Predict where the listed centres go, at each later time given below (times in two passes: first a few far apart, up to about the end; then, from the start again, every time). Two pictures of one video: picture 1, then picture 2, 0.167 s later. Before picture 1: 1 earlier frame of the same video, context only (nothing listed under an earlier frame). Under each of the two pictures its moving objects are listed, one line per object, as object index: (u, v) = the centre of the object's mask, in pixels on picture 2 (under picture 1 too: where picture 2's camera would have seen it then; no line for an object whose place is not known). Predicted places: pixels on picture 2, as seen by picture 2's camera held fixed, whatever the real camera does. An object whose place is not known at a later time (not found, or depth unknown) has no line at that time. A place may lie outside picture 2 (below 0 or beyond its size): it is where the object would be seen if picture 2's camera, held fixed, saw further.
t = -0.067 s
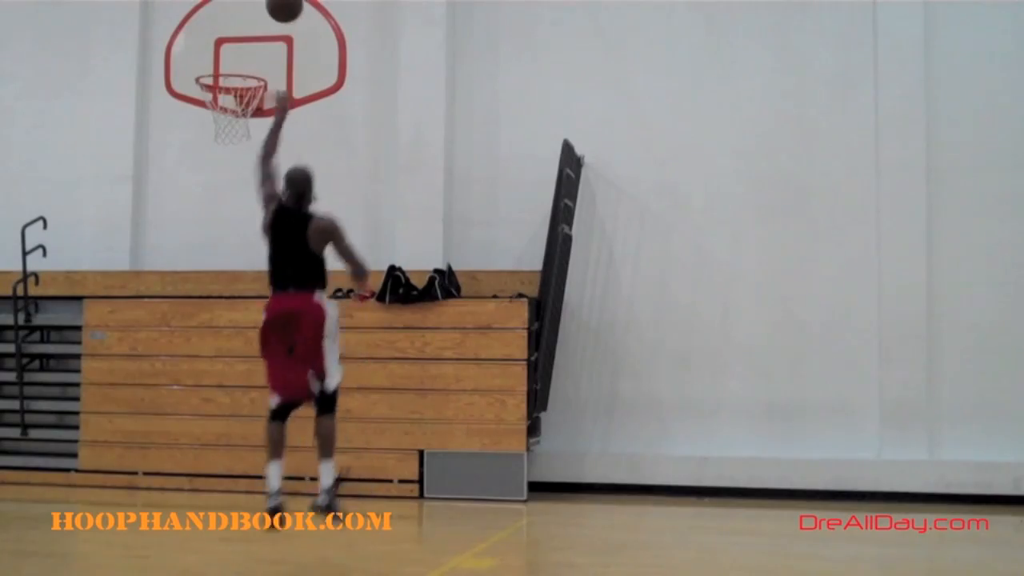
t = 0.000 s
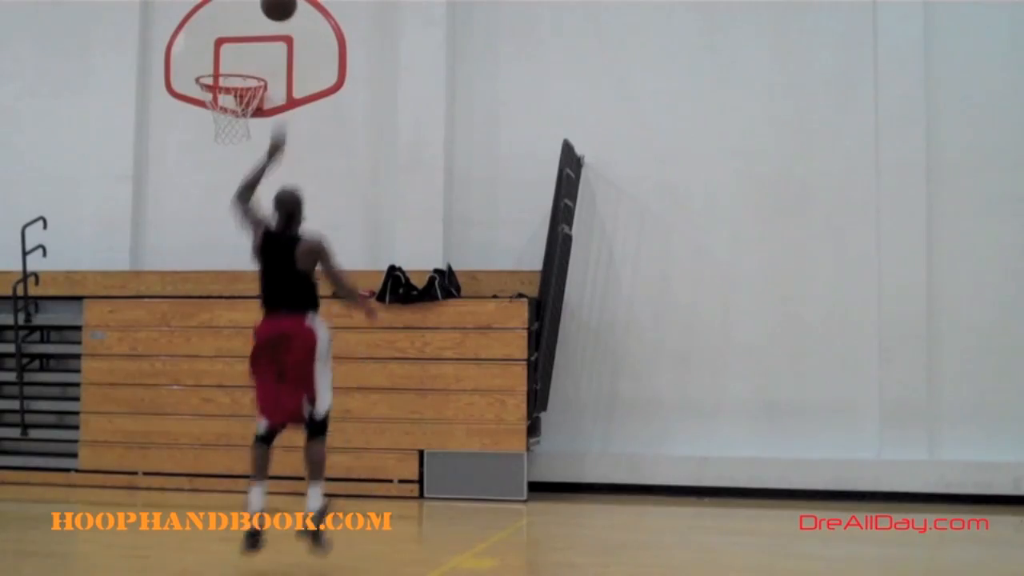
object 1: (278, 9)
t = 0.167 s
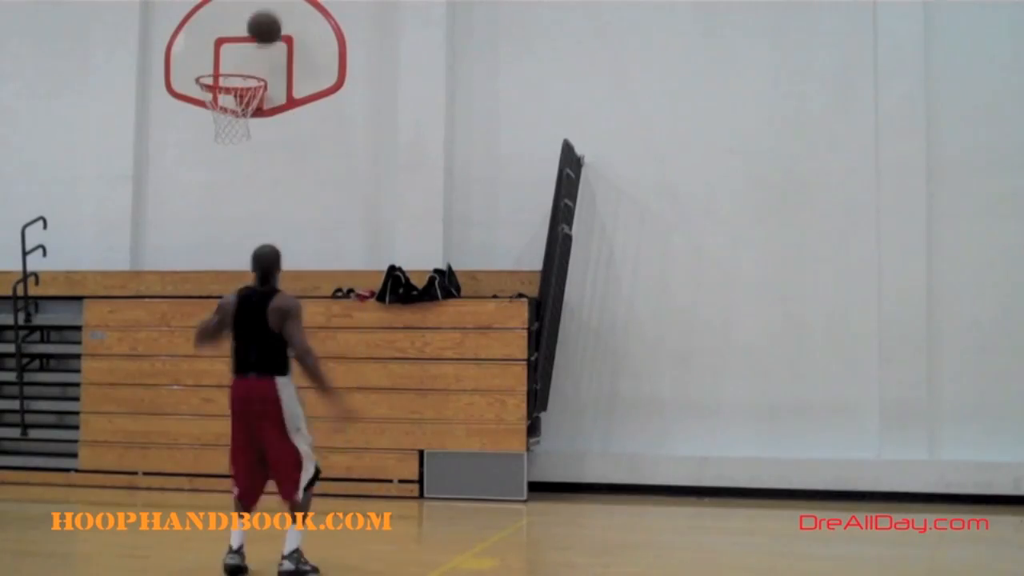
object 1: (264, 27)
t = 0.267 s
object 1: (252, 57)
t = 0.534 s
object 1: (209, 119)
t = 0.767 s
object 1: (237, 138)
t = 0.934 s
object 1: (256, 208)
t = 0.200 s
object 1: (261, 36)
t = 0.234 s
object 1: (259, 47)
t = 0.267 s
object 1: (252, 57)
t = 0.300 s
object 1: (244, 61)
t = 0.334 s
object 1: (236, 70)
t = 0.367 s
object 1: (227, 79)
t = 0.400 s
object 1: (217, 93)
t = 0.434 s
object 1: (209, 103)
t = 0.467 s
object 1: (205, 111)
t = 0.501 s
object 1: (205, 110)
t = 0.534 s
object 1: (209, 119)
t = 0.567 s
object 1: (212, 116)
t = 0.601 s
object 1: (217, 115)
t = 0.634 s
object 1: (221, 113)
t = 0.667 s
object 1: (225, 117)
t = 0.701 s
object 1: (229, 121)
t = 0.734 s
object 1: (233, 128)
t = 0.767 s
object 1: (237, 138)
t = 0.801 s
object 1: (241, 148)
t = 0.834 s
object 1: (245, 161)
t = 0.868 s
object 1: (249, 174)
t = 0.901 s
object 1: (252, 190)
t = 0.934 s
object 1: (256, 208)
